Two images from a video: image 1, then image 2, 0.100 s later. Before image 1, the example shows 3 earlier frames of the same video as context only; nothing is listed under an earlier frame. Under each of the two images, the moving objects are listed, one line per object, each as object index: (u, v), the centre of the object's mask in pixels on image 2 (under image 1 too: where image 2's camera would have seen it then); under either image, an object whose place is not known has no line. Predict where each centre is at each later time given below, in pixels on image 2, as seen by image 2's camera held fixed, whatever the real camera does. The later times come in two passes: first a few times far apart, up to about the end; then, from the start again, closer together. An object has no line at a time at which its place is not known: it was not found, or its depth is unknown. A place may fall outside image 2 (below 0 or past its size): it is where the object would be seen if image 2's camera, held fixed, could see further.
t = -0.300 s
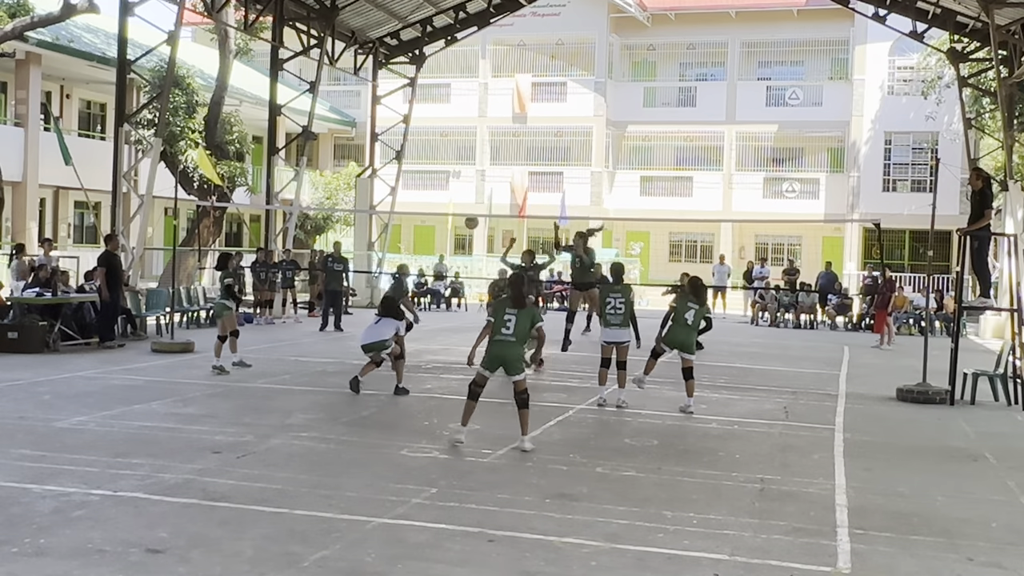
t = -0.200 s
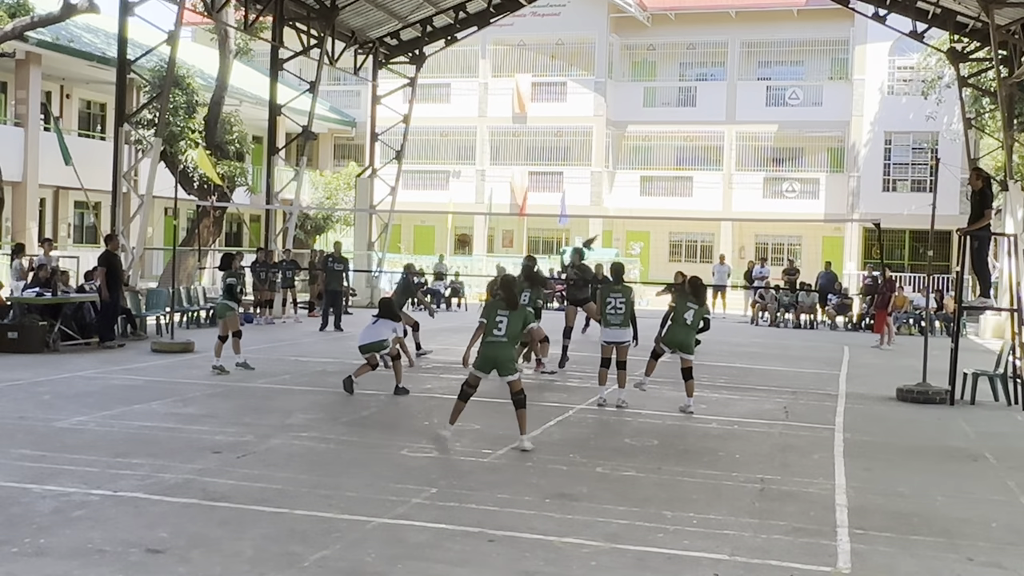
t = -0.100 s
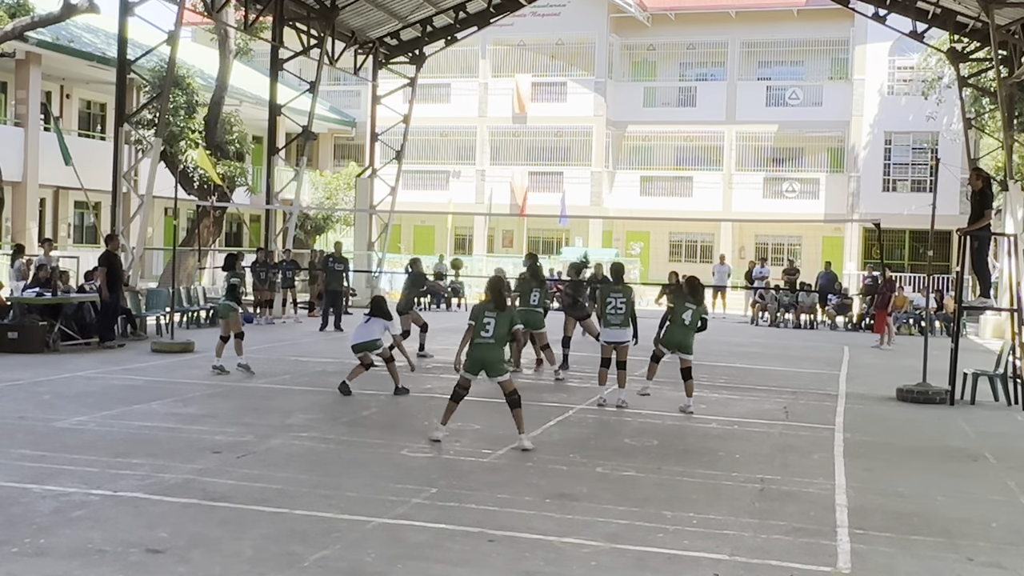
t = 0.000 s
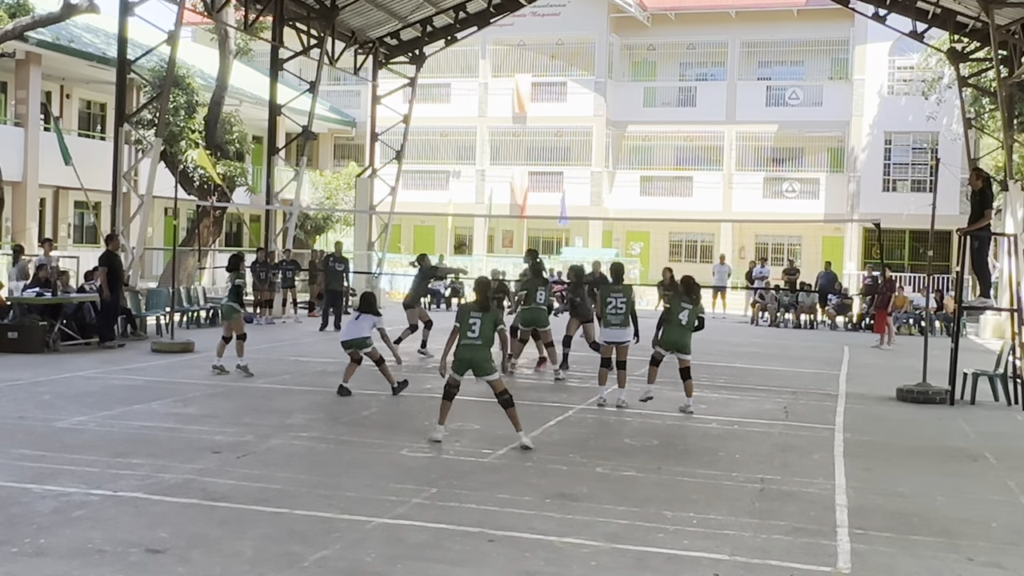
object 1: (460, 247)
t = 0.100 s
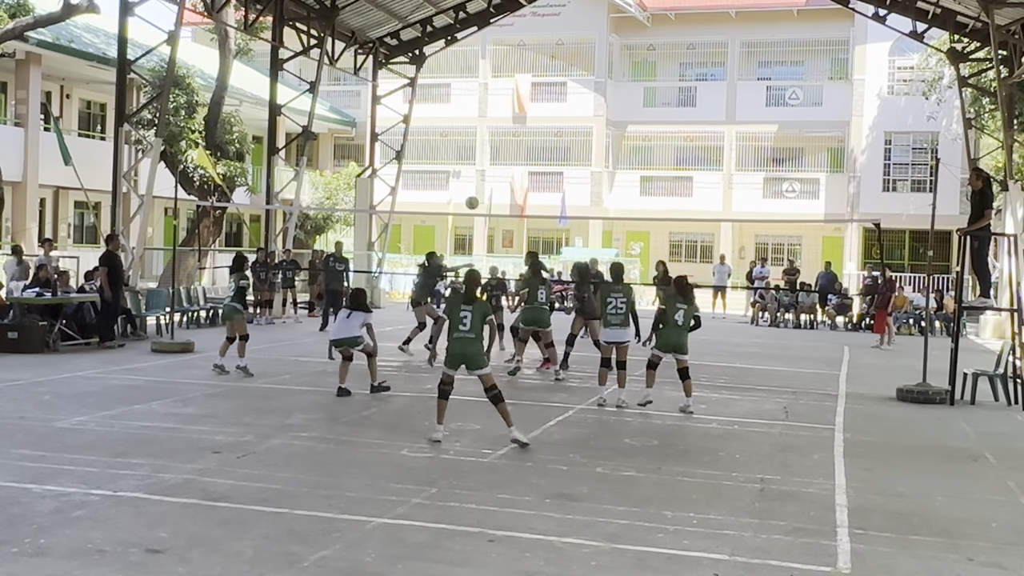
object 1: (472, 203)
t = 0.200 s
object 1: (483, 165)
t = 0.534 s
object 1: (517, 89)
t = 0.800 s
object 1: (543, 80)
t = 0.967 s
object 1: (558, 100)
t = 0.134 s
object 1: (476, 189)
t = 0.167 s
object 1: (479, 177)
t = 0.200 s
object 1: (483, 165)
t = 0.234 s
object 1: (487, 154)
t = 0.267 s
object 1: (490, 144)
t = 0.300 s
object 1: (494, 134)
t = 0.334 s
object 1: (497, 125)
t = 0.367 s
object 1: (501, 117)
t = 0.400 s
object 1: (504, 110)
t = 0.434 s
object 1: (508, 104)
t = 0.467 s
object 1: (511, 98)
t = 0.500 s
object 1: (514, 93)
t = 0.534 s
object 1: (517, 89)
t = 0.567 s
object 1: (521, 85)
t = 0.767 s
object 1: (540, 78)
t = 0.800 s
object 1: (543, 80)
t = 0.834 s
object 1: (546, 82)
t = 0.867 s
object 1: (549, 86)
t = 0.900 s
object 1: (552, 90)
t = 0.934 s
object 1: (555, 94)
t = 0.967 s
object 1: (558, 100)
